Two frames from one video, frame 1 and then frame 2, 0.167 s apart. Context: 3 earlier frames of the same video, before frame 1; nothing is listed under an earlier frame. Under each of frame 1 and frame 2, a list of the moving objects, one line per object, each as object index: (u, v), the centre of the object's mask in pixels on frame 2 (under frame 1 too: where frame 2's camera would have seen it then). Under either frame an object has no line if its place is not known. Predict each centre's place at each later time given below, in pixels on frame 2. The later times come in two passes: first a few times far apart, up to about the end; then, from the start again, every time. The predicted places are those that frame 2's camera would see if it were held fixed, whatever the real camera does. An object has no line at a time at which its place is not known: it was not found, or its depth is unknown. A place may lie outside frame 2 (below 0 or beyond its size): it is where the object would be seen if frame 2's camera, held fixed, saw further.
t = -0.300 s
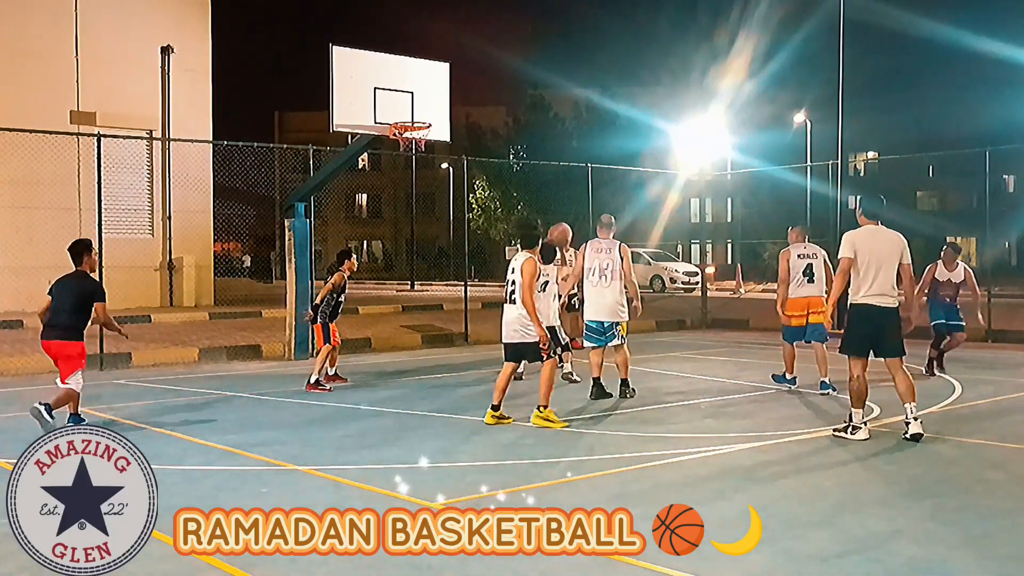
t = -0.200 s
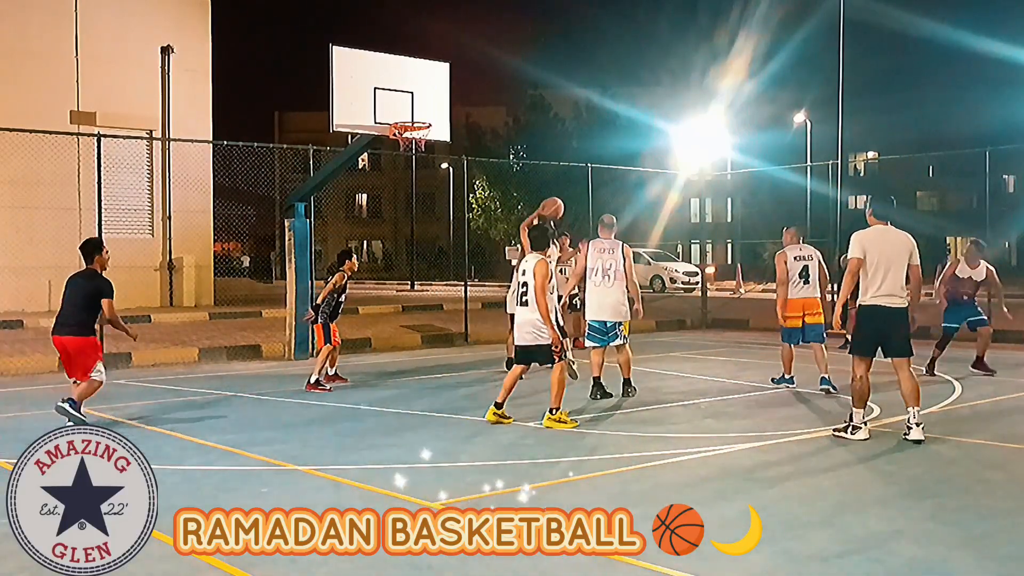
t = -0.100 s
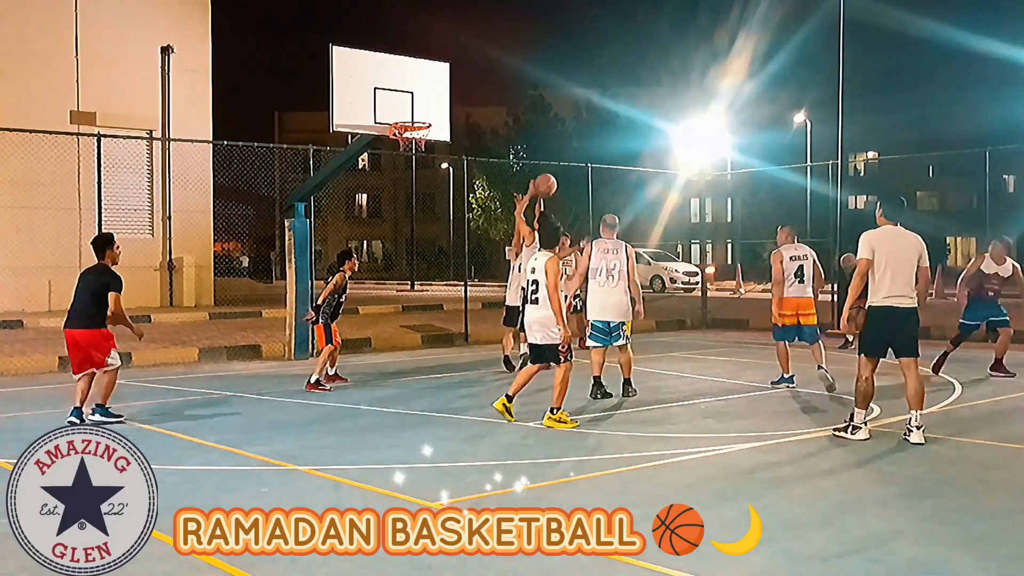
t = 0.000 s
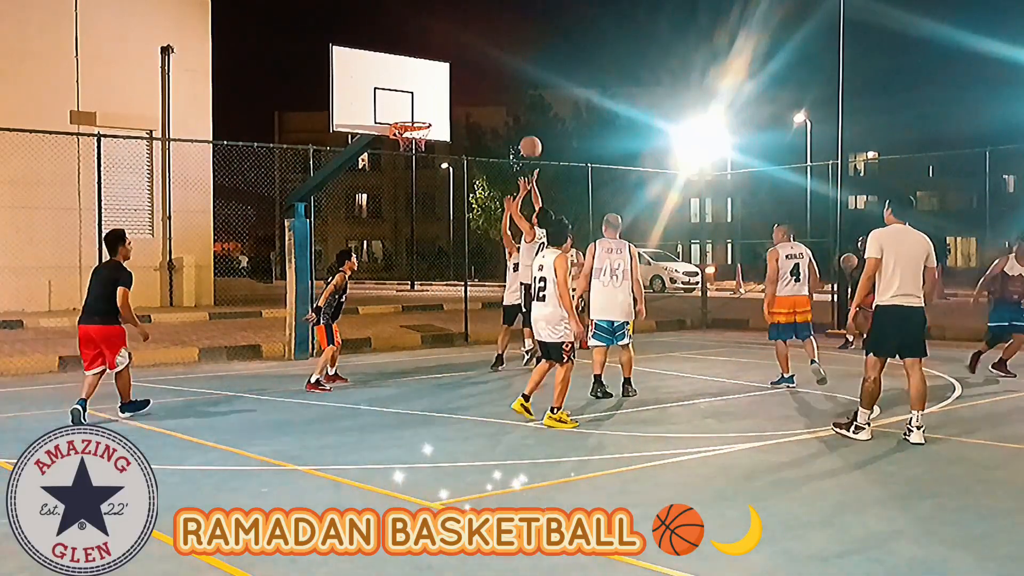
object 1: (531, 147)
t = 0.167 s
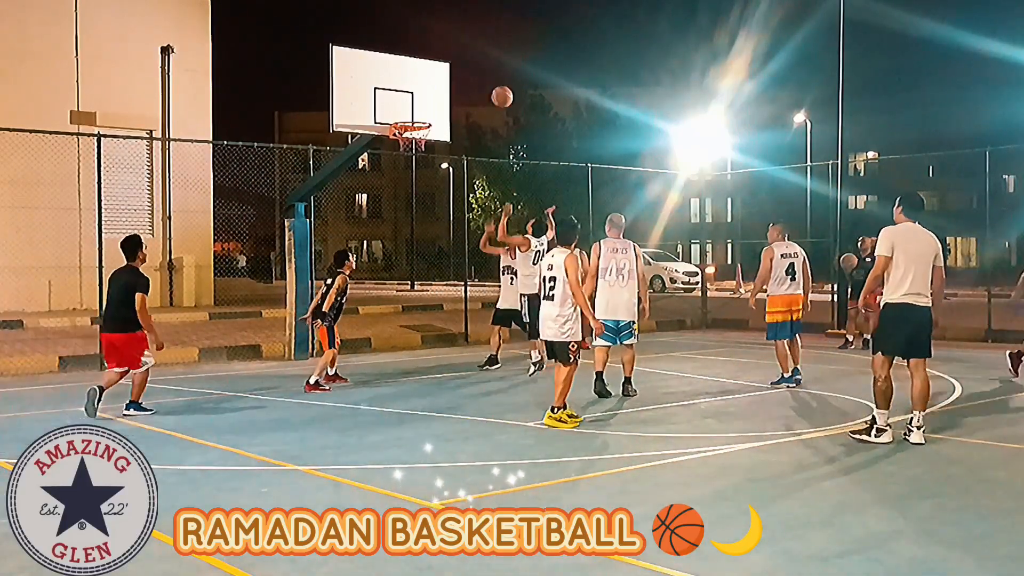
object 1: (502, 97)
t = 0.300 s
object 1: (480, 75)
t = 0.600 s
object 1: (433, 78)
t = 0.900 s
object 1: (408, 94)
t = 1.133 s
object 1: (415, 72)
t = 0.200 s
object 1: (496, 90)
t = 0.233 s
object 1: (491, 84)
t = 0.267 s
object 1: (485, 79)
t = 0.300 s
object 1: (480, 75)
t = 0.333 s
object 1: (474, 71)
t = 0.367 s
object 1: (469, 69)
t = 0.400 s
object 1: (464, 68)
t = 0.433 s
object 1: (459, 67)
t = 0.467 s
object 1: (454, 68)
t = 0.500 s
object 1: (449, 69)
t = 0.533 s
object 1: (444, 71)
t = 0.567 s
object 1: (438, 75)
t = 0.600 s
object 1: (433, 78)
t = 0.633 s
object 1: (428, 83)
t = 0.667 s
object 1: (423, 89)
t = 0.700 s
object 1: (418, 96)
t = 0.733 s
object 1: (413, 103)
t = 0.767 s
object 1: (409, 112)
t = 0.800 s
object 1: (406, 115)
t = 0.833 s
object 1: (407, 108)
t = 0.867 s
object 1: (407, 101)
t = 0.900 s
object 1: (408, 94)
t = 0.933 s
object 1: (409, 88)
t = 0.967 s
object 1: (410, 83)
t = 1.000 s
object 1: (411, 79)
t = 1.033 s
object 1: (412, 76)
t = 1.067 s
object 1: (414, 74)
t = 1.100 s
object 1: (414, 72)
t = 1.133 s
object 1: (415, 72)
